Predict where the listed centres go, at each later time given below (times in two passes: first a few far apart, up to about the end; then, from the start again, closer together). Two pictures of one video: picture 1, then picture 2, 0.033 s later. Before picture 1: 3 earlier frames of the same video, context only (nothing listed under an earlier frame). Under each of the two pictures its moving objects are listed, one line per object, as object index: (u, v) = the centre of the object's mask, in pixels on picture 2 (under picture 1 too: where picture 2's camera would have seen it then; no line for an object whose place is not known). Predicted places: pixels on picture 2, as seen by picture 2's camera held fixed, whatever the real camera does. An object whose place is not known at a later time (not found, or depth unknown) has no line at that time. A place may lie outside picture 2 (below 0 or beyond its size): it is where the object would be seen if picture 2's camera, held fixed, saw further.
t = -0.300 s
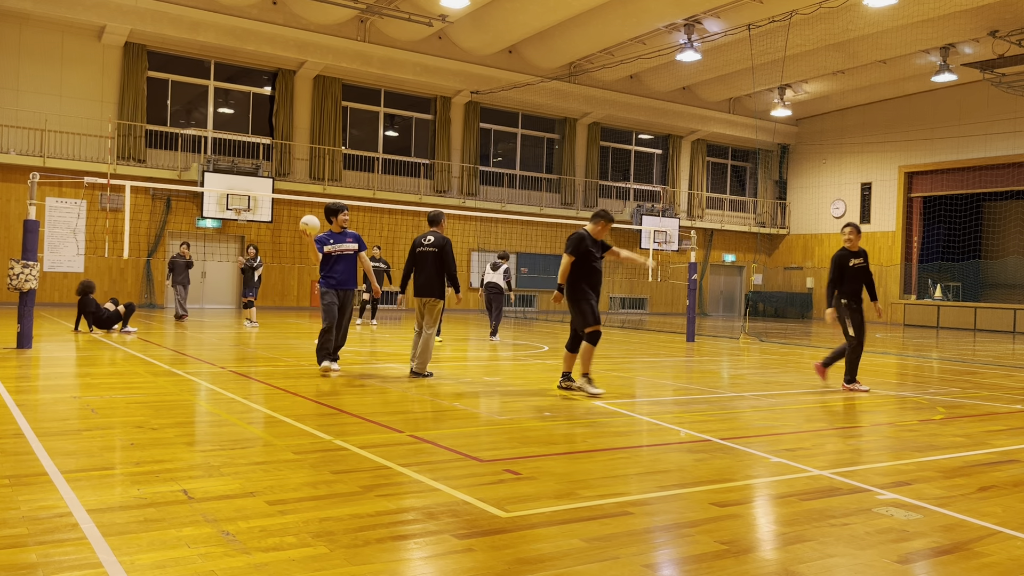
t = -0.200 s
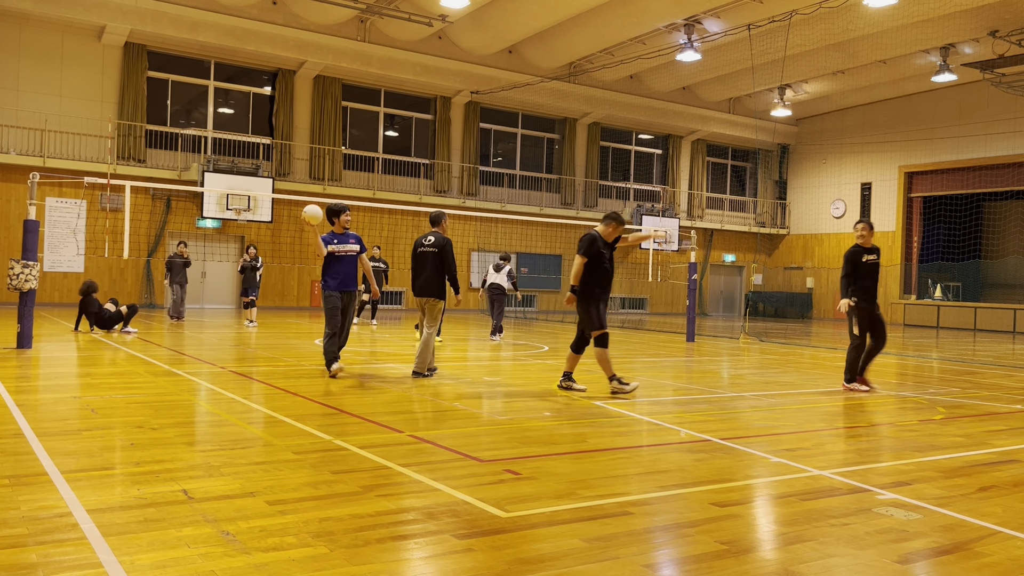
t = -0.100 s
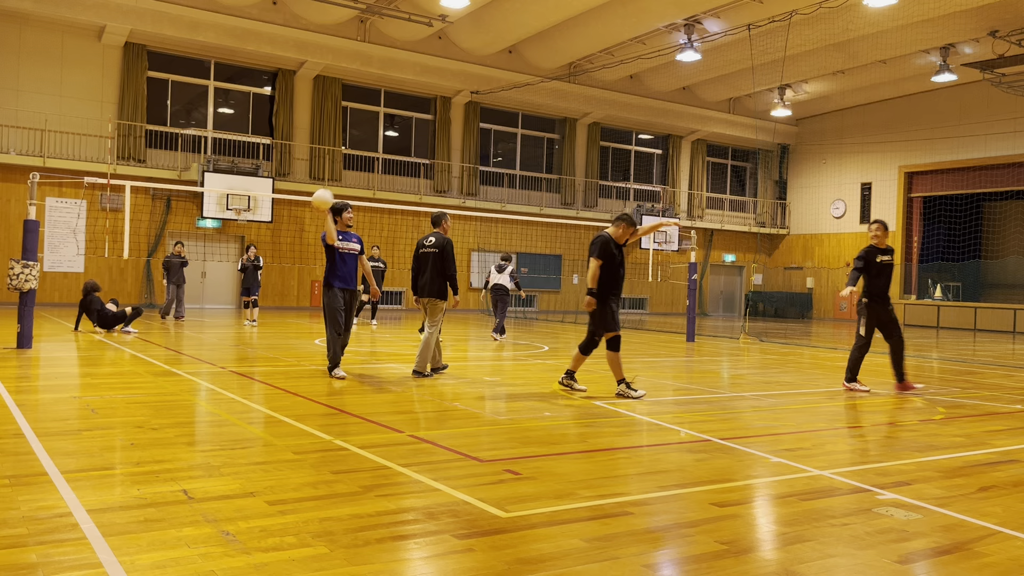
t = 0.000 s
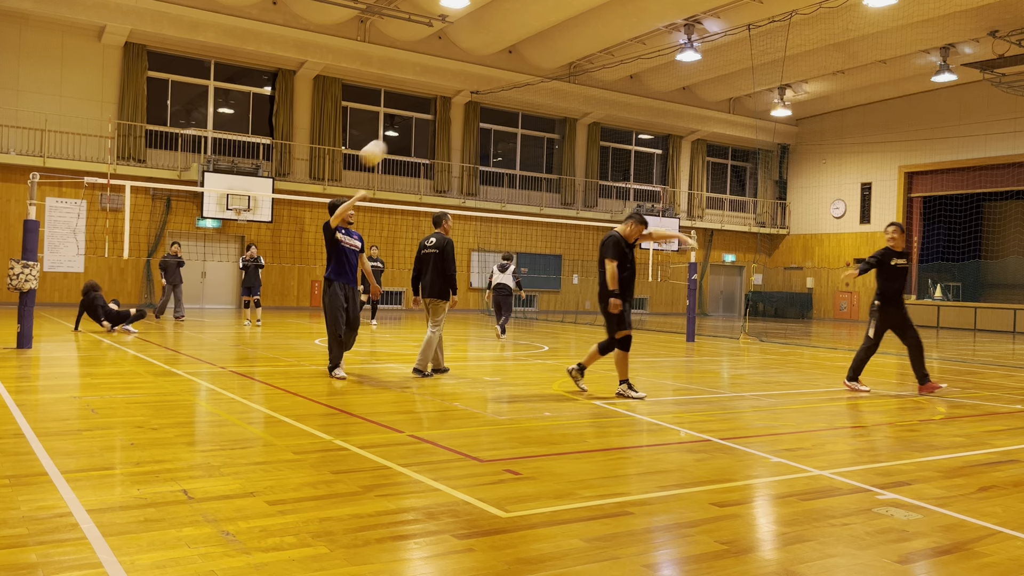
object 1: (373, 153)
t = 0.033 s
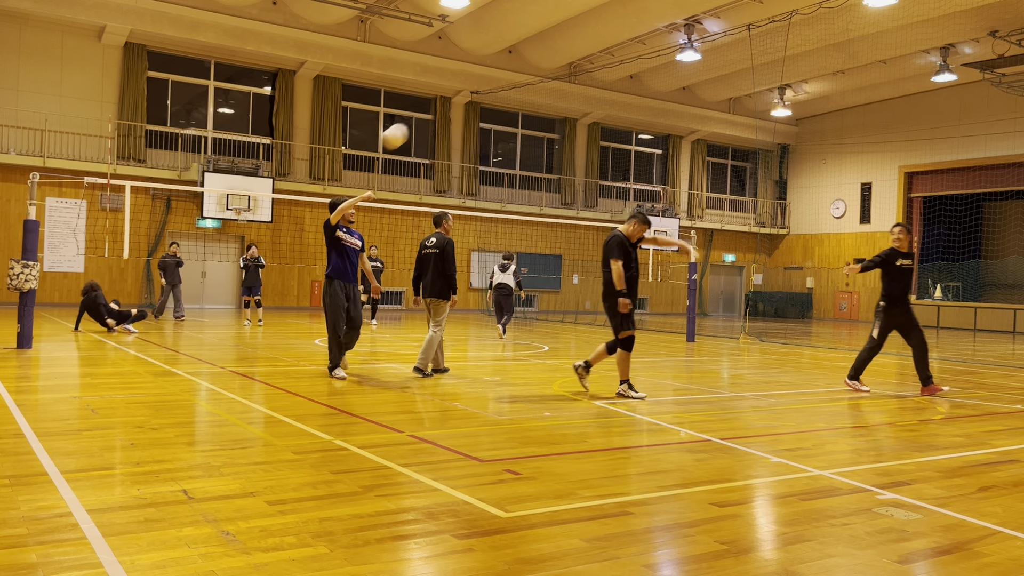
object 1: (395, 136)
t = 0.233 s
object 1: (523, 60)
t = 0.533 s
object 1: (707, 17)
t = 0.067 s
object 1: (417, 121)
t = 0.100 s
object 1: (438, 106)
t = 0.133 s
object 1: (459, 93)
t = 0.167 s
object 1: (481, 81)
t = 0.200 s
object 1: (501, 70)
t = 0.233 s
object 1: (523, 60)
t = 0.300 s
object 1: (565, 42)
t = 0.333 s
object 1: (586, 35)
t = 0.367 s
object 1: (606, 29)
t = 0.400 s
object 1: (626, 24)
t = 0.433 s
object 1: (647, 21)
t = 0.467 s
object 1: (667, 19)
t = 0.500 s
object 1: (687, 17)
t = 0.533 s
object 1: (707, 17)
